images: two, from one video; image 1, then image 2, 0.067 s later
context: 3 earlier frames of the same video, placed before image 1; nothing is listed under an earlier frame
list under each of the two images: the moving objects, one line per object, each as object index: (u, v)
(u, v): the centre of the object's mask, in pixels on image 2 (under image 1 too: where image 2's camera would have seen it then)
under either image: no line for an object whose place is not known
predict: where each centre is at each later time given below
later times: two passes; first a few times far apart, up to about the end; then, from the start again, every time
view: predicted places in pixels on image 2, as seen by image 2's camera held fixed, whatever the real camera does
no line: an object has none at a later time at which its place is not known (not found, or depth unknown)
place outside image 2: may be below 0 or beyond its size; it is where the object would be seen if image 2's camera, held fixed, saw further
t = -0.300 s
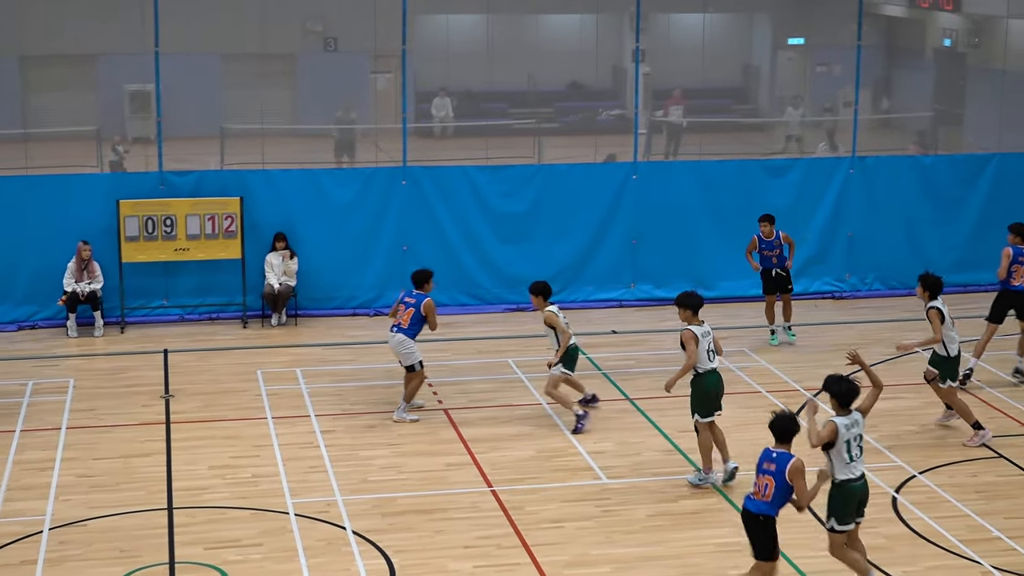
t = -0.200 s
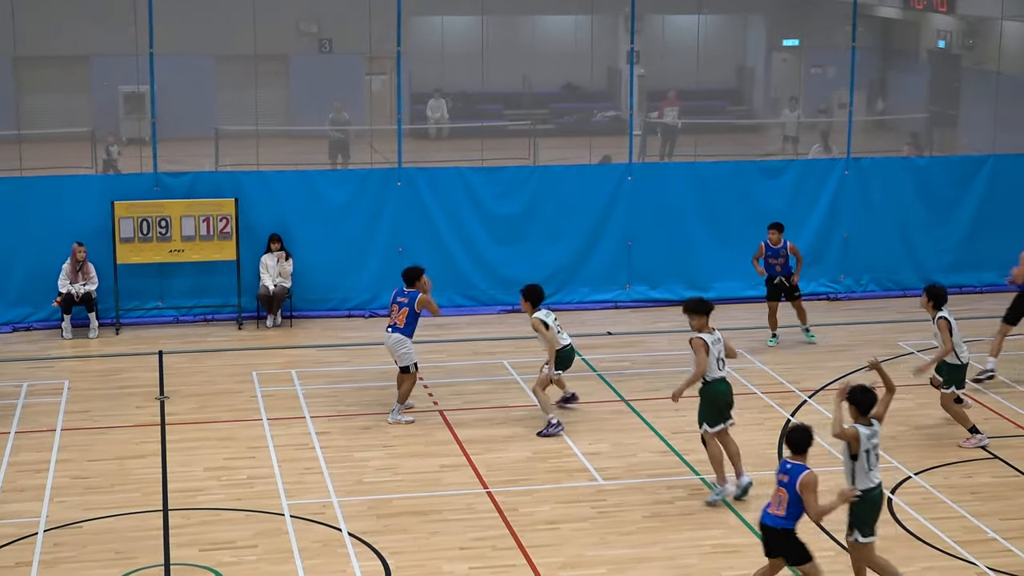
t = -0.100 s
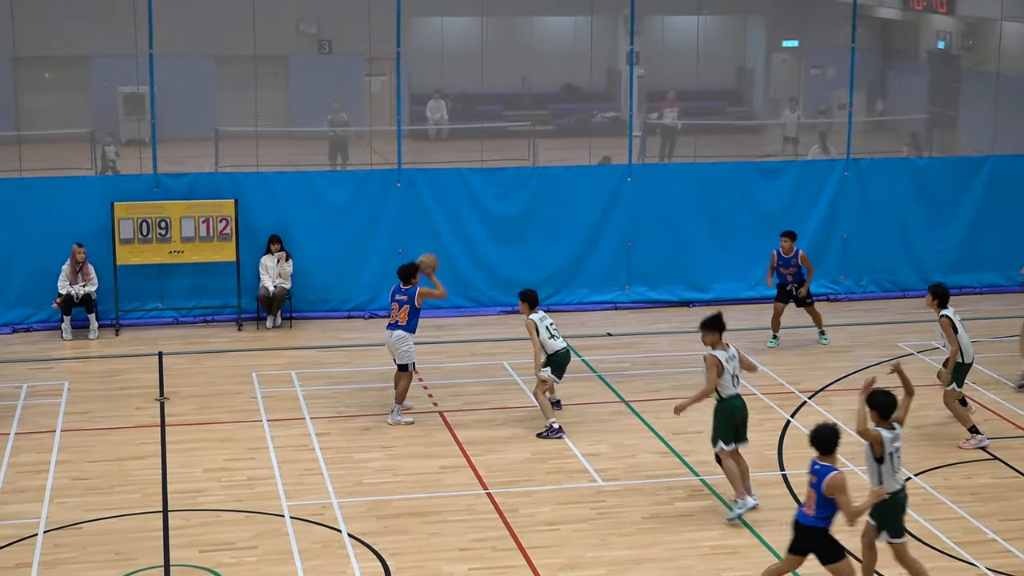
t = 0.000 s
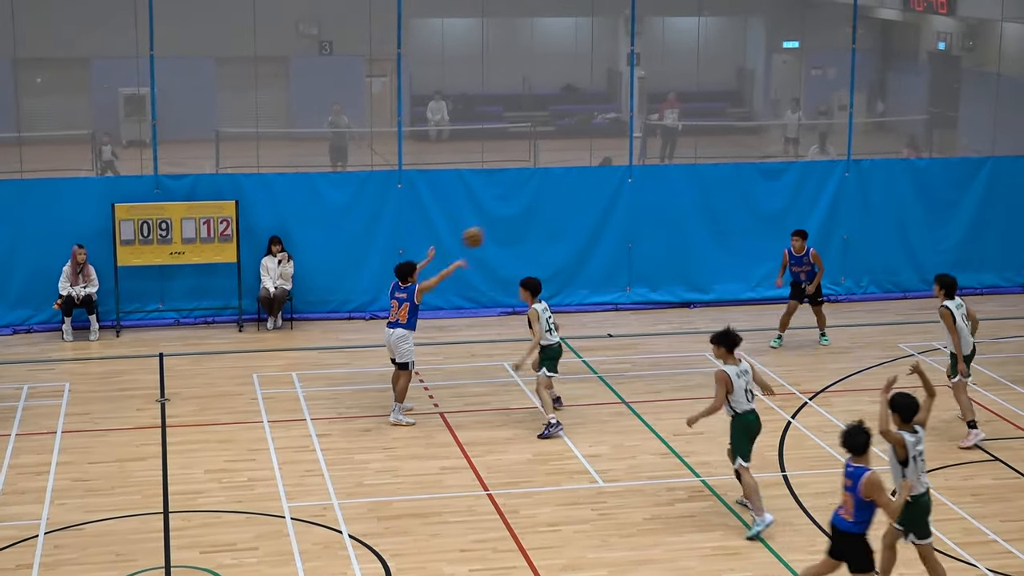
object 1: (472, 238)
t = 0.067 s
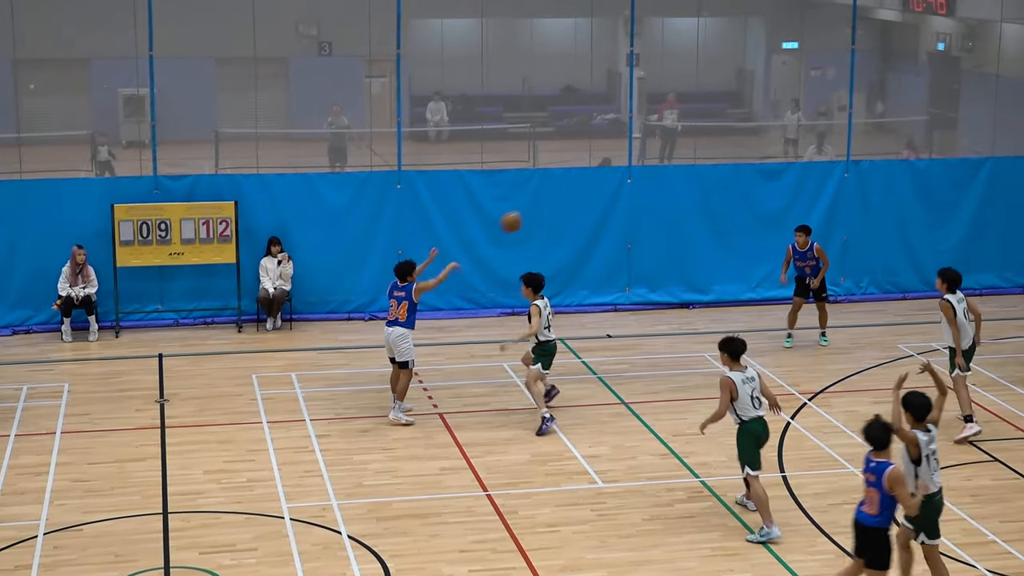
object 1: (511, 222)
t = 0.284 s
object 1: (626, 197)
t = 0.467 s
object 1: (713, 207)
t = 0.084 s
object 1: (520, 218)
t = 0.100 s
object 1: (528, 215)
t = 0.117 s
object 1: (537, 213)
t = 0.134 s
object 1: (547, 210)
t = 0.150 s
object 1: (555, 208)
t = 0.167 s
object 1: (564, 206)
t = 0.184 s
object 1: (574, 204)
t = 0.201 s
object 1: (582, 202)
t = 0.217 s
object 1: (591, 200)
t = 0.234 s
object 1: (600, 199)
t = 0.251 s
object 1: (608, 198)
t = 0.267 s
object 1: (617, 198)
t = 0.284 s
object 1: (626, 197)
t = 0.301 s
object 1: (633, 197)
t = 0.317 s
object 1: (642, 197)
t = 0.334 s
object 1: (650, 197)
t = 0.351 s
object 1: (658, 198)
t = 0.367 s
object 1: (666, 198)
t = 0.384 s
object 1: (674, 199)
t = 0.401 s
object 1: (682, 200)
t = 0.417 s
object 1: (690, 202)
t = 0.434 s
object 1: (698, 203)
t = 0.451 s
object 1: (705, 205)
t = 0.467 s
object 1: (713, 207)
